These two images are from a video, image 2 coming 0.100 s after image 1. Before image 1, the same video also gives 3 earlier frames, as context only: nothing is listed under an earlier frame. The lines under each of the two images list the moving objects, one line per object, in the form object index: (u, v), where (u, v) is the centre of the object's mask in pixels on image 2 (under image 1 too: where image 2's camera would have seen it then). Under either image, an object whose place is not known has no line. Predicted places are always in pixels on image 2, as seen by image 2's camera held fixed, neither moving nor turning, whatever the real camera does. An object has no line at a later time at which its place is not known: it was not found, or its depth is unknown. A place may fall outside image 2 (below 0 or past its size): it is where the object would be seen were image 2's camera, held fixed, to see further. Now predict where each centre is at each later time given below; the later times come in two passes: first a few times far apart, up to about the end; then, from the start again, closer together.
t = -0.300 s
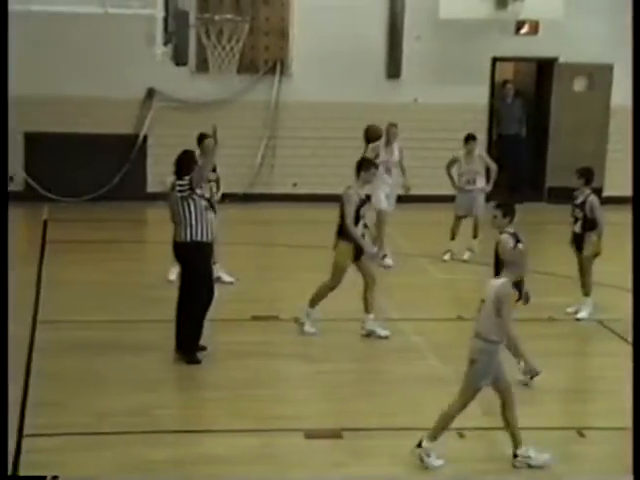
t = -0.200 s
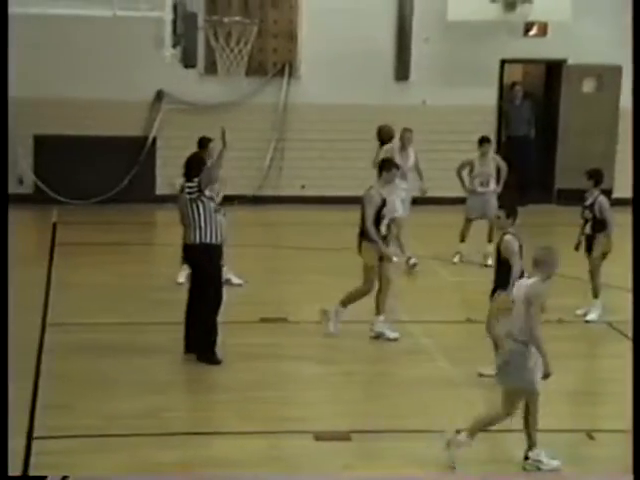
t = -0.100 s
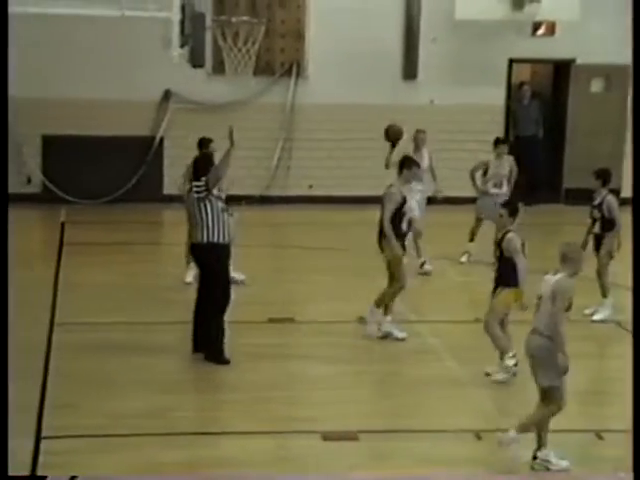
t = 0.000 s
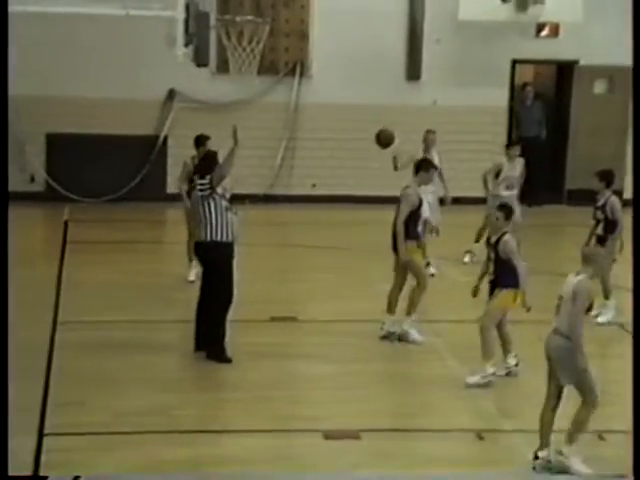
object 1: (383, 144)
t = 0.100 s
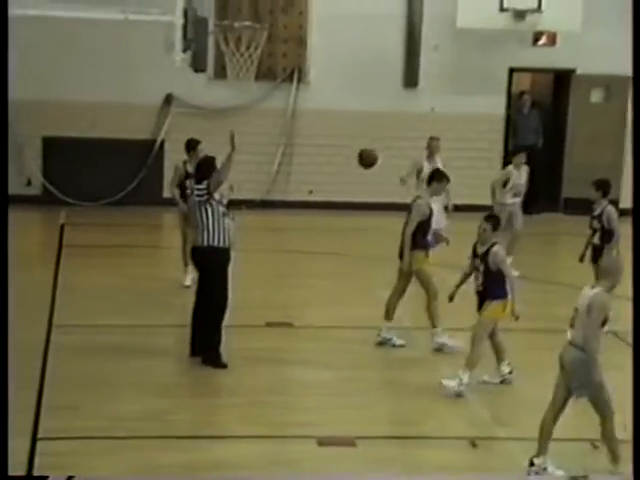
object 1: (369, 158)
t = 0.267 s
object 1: (345, 198)
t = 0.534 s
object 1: (298, 308)
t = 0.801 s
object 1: (278, 241)
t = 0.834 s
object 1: (275, 237)
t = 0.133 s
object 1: (365, 165)
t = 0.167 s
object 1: (360, 172)
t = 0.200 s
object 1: (355, 180)
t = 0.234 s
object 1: (350, 190)
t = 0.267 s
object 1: (345, 198)
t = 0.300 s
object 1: (339, 213)
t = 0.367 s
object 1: (327, 241)
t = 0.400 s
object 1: (320, 257)
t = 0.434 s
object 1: (314, 274)
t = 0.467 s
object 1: (308, 291)
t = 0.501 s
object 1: (302, 310)
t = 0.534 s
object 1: (298, 308)
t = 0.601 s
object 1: (293, 285)
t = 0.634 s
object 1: (291, 275)
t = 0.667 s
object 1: (288, 267)
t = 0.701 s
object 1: (286, 259)
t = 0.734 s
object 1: (283, 252)
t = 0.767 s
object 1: (281, 246)
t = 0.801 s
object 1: (278, 241)
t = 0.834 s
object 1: (275, 237)
